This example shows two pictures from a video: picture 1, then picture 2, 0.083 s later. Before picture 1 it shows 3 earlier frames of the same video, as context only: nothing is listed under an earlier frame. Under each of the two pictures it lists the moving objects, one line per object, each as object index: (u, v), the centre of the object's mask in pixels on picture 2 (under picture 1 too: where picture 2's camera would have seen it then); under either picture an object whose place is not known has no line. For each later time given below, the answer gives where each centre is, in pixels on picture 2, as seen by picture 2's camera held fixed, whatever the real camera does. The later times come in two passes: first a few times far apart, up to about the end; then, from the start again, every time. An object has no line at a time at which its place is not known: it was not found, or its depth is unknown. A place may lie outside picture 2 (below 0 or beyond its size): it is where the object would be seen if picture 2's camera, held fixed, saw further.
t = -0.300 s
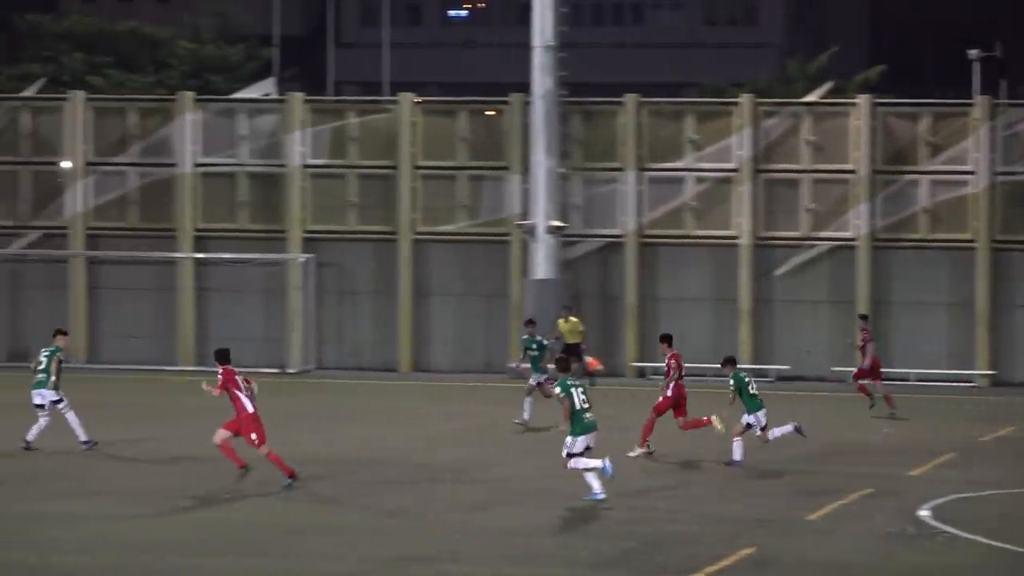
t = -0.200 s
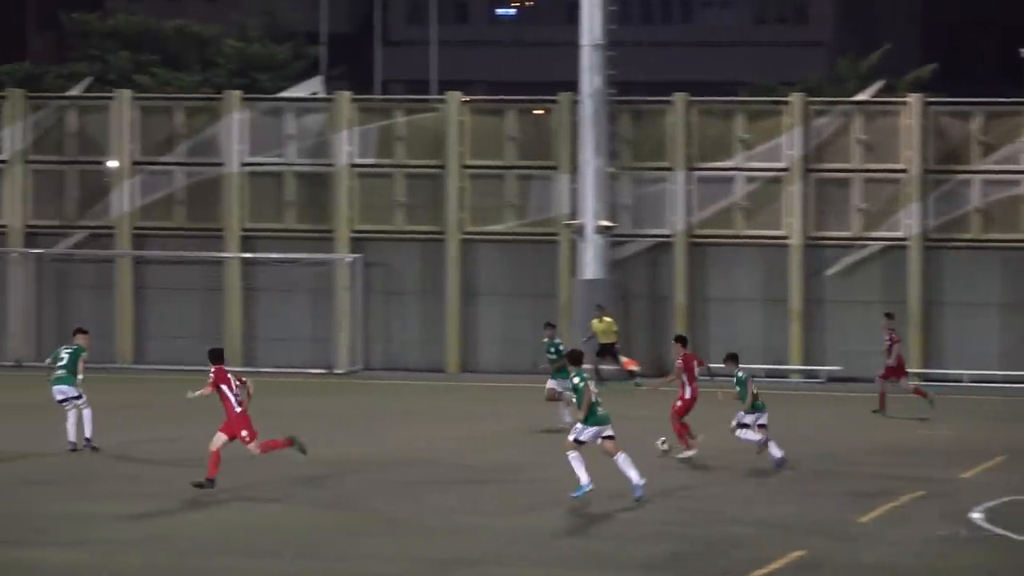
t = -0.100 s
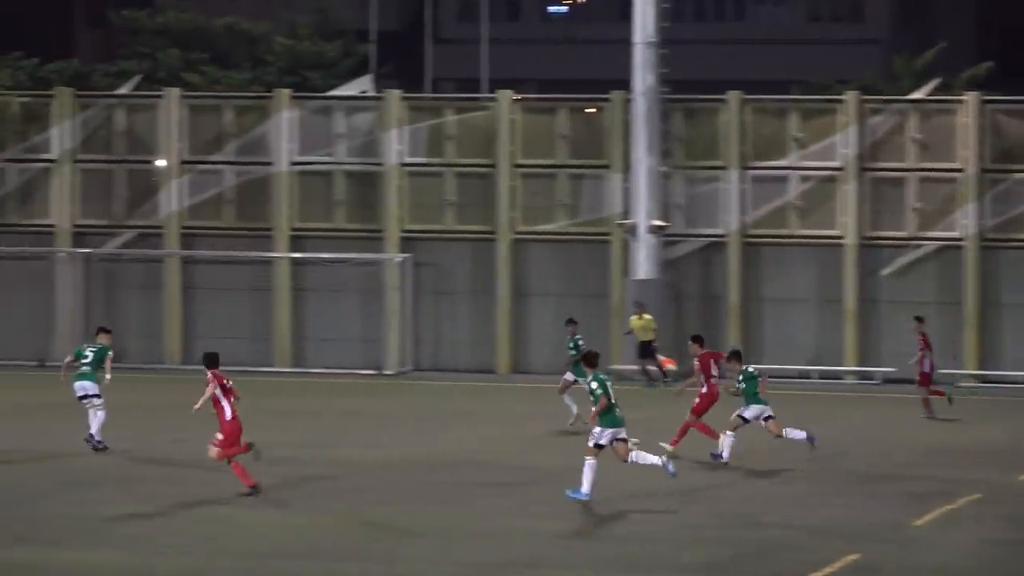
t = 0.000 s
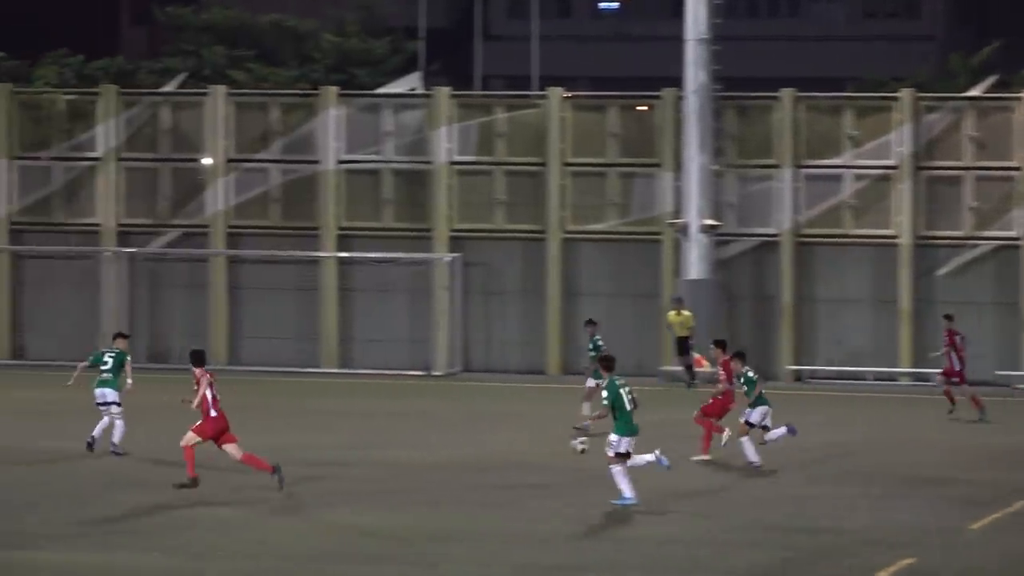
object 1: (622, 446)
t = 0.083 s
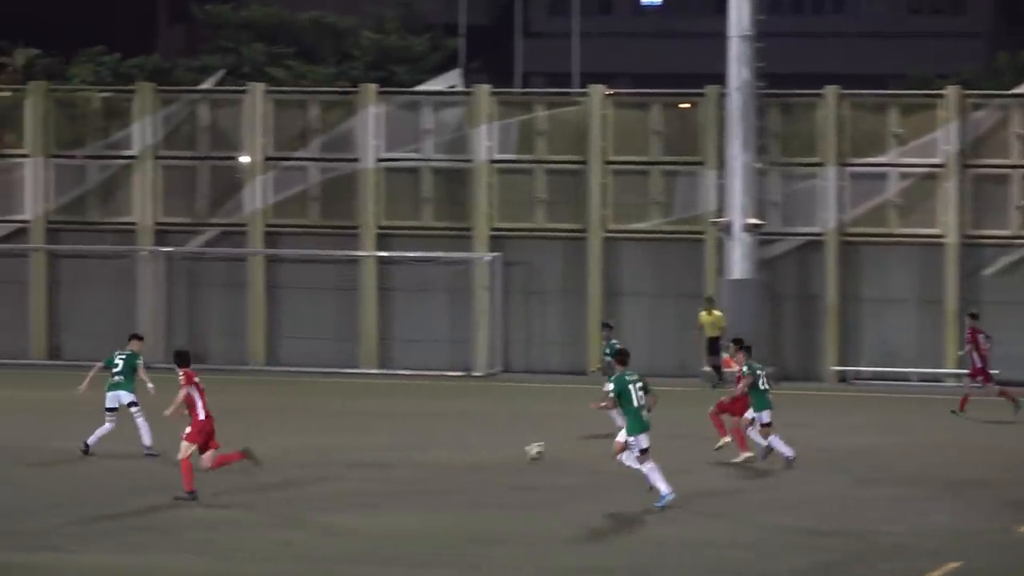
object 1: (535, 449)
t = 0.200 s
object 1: (426, 448)
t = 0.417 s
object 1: (238, 450)
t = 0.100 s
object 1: (518, 451)
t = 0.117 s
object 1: (501, 453)
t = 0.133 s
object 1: (485, 451)
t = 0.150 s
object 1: (471, 449)
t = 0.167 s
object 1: (456, 449)
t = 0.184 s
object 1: (441, 448)
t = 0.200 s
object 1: (426, 448)
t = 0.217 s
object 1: (411, 448)
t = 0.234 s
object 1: (396, 448)
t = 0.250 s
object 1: (380, 448)
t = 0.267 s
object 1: (365, 449)
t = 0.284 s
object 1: (350, 449)
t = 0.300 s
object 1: (335, 450)
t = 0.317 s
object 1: (321, 452)
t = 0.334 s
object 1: (305, 453)
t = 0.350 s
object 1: (291, 452)
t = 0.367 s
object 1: (278, 451)
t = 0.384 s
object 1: (265, 451)
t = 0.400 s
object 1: (251, 450)
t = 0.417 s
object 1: (238, 450)
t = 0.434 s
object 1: (225, 450)
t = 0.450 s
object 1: (211, 450)
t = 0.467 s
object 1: (198, 450)
